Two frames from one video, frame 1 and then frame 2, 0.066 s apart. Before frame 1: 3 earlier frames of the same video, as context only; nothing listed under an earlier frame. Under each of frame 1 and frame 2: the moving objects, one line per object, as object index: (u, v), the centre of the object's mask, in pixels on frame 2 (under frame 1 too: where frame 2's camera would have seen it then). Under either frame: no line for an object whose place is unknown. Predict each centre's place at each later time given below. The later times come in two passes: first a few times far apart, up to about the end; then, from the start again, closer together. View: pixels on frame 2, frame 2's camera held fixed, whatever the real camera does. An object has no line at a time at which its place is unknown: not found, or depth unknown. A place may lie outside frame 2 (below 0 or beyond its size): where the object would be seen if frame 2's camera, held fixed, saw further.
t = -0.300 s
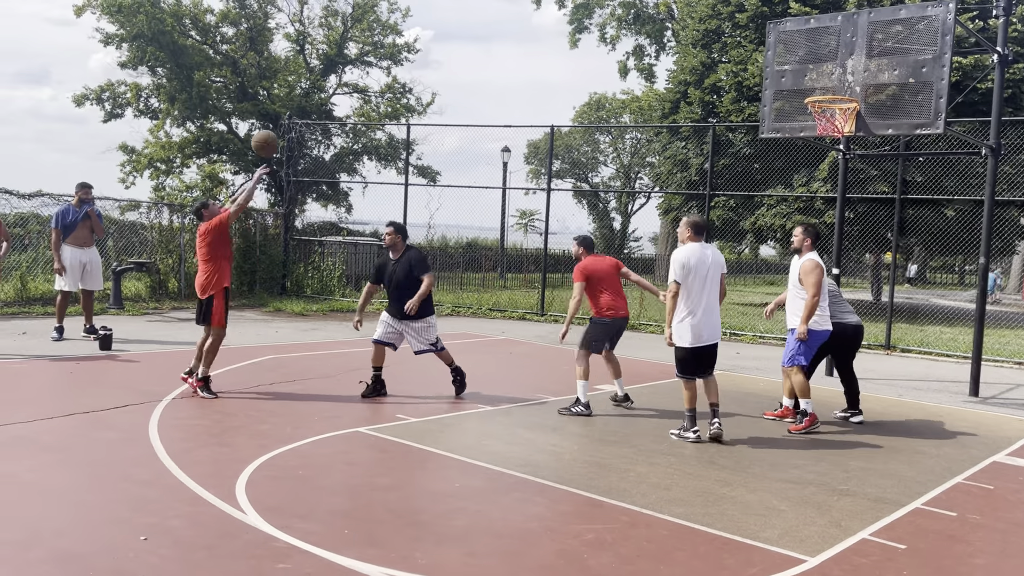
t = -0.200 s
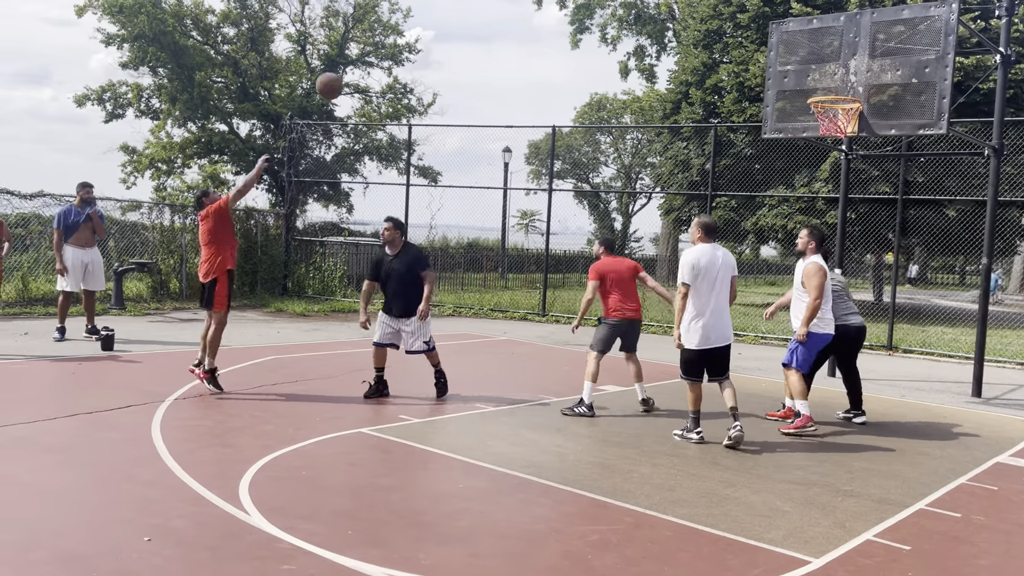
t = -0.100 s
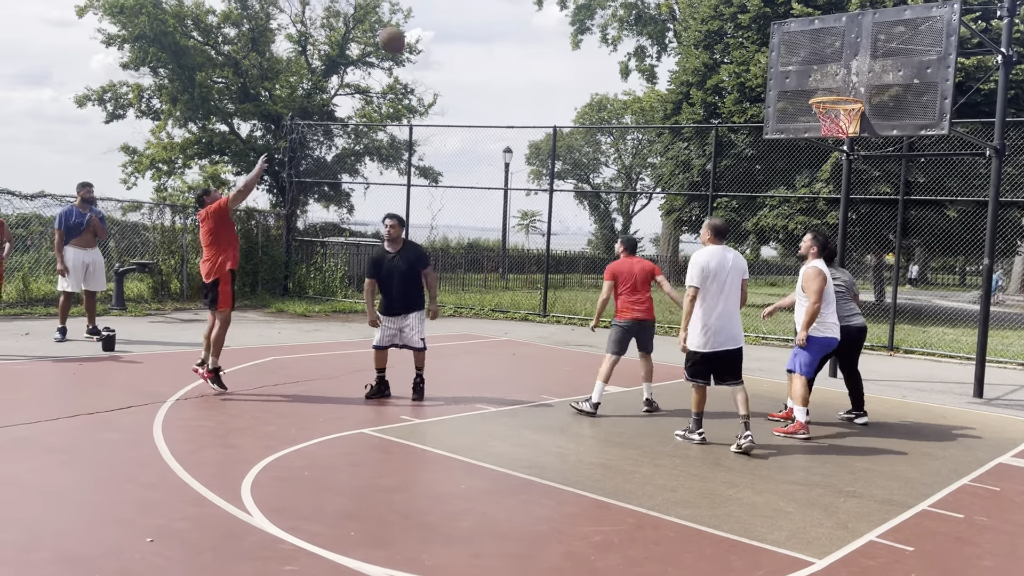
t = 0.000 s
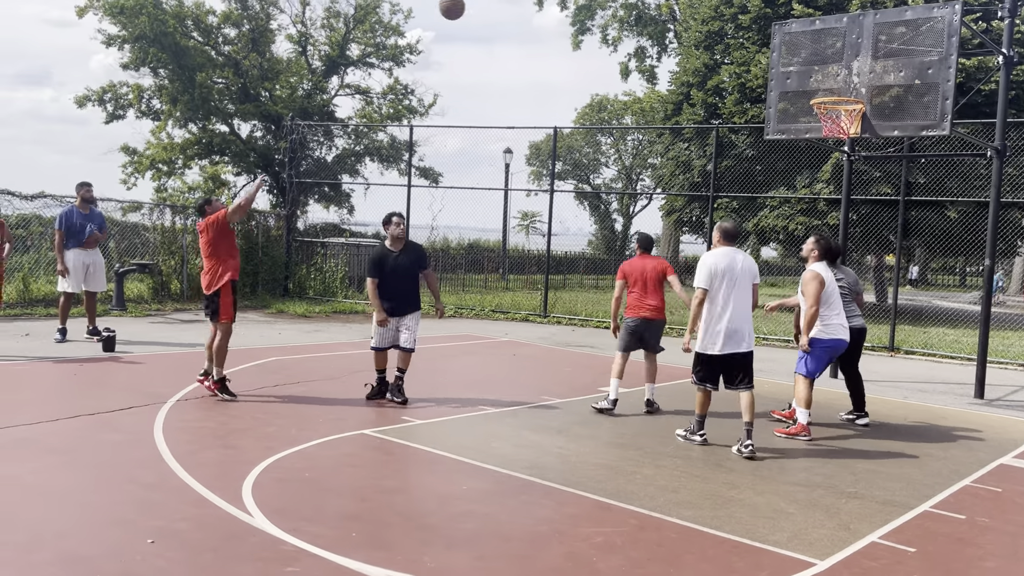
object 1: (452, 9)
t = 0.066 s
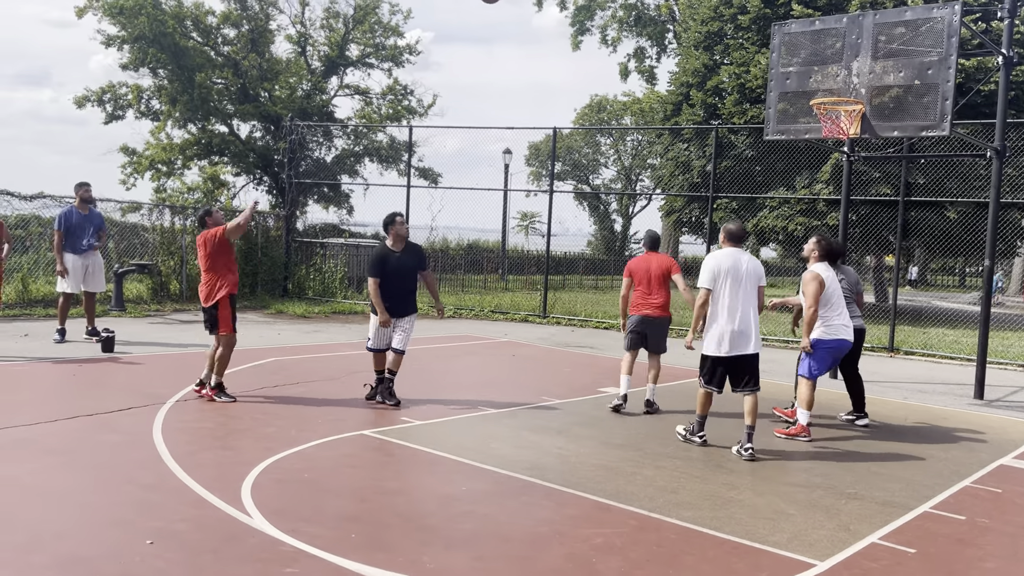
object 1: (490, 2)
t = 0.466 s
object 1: (704, 0)
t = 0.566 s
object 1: (754, 19)
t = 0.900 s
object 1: (825, 119)
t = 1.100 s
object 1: (846, 130)
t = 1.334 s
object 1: (837, 173)
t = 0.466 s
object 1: (704, 0)
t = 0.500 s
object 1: (720, 4)
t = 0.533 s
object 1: (737, 9)
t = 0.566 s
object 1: (754, 19)
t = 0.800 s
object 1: (834, 111)
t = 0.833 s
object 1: (821, 117)
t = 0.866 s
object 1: (822, 116)
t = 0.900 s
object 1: (825, 119)
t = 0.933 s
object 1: (828, 121)
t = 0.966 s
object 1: (834, 122)
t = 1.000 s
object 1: (839, 123)
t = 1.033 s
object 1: (843, 125)
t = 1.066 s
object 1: (847, 130)
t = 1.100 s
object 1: (846, 130)
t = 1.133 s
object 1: (845, 137)
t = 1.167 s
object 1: (844, 139)
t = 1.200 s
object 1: (843, 142)
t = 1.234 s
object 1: (842, 149)
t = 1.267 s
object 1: (841, 156)
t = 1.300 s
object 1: (839, 164)
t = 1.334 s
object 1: (837, 173)
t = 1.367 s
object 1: (837, 183)
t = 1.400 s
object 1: (835, 194)
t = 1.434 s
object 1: (836, 207)
